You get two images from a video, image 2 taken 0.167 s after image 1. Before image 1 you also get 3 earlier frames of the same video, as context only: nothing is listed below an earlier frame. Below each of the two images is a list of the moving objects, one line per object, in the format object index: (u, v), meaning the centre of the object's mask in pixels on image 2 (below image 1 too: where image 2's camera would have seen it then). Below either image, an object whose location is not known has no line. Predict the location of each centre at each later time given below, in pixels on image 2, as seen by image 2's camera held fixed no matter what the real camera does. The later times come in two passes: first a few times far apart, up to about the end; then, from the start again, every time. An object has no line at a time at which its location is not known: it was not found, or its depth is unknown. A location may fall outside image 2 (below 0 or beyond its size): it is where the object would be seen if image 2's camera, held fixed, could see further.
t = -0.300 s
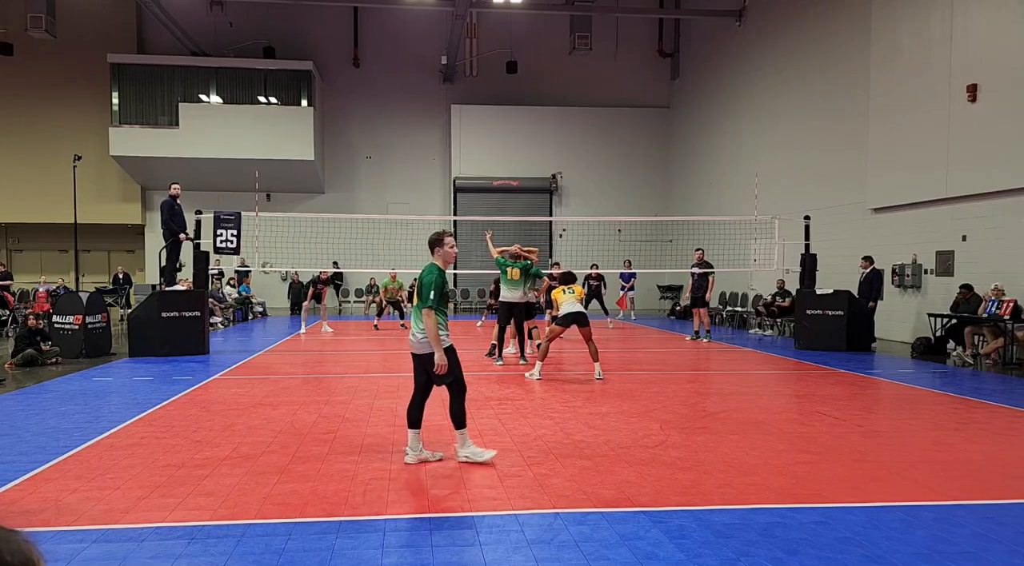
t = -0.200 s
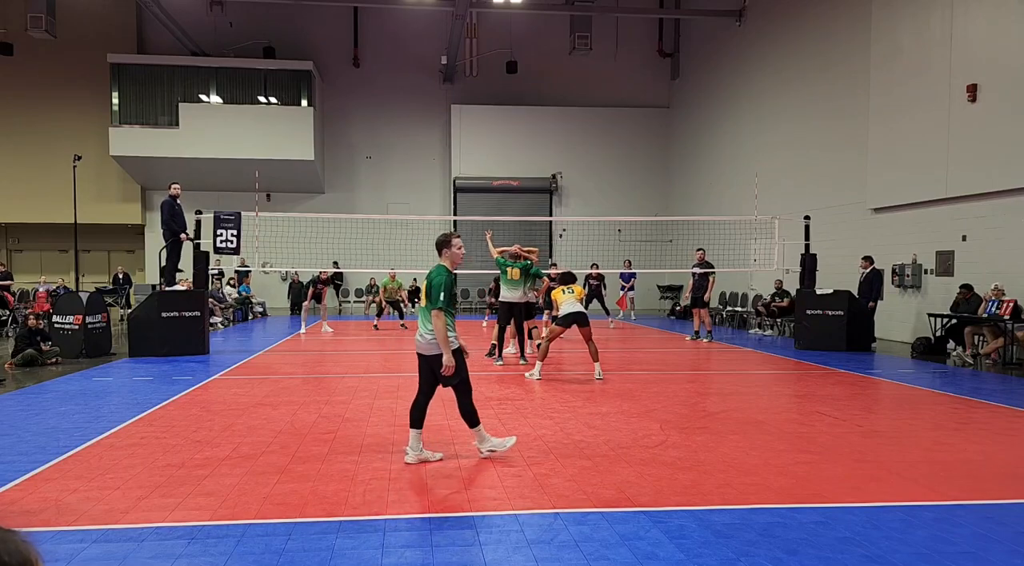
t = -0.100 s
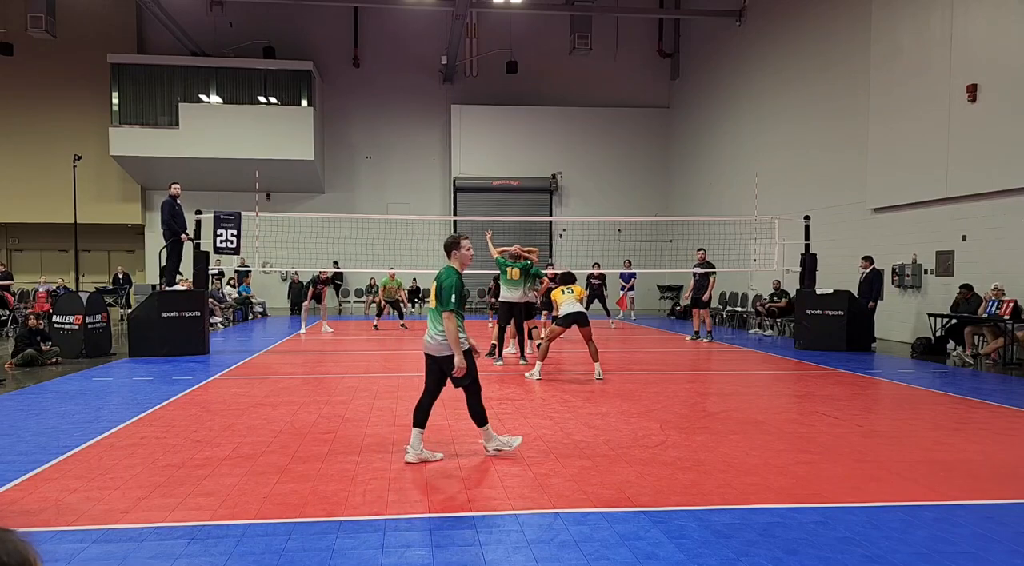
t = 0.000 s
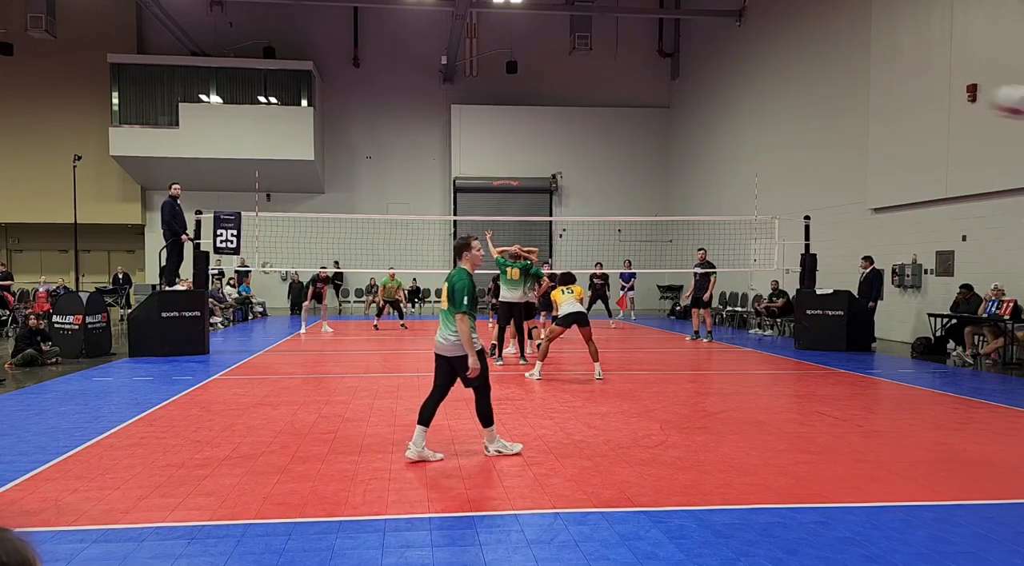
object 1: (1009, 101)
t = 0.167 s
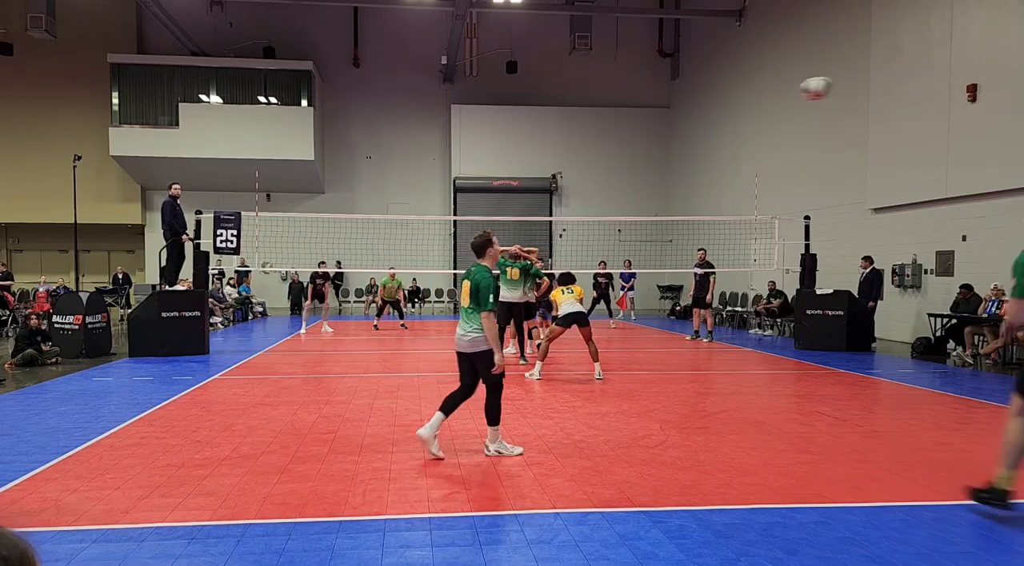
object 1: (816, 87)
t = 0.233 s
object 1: (770, 93)
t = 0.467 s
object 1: (669, 135)
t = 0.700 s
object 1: (613, 190)
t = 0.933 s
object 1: (577, 249)
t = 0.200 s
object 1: (791, 90)
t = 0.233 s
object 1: (770, 93)
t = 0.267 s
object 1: (749, 98)
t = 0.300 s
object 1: (733, 103)
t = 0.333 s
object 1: (718, 108)
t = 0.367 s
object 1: (704, 114)
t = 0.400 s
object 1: (691, 121)
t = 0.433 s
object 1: (679, 127)
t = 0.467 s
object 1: (669, 135)
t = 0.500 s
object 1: (659, 143)
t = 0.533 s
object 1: (650, 150)
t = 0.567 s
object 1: (641, 158)
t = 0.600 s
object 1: (634, 166)
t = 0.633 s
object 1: (626, 174)
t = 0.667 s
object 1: (619, 182)
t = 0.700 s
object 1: (613, 190)
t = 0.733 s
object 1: (607, 199)
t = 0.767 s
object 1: (602, 207)
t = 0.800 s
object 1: (597, 214)
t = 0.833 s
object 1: (591, 225)
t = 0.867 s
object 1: (586, 233)
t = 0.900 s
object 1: (582, 241)
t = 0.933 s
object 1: (577, 249)
